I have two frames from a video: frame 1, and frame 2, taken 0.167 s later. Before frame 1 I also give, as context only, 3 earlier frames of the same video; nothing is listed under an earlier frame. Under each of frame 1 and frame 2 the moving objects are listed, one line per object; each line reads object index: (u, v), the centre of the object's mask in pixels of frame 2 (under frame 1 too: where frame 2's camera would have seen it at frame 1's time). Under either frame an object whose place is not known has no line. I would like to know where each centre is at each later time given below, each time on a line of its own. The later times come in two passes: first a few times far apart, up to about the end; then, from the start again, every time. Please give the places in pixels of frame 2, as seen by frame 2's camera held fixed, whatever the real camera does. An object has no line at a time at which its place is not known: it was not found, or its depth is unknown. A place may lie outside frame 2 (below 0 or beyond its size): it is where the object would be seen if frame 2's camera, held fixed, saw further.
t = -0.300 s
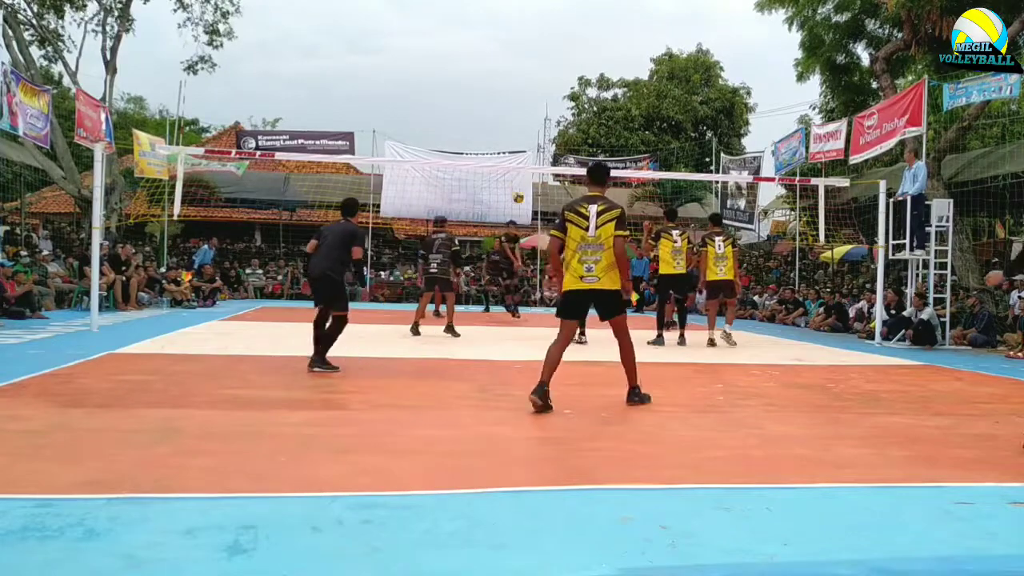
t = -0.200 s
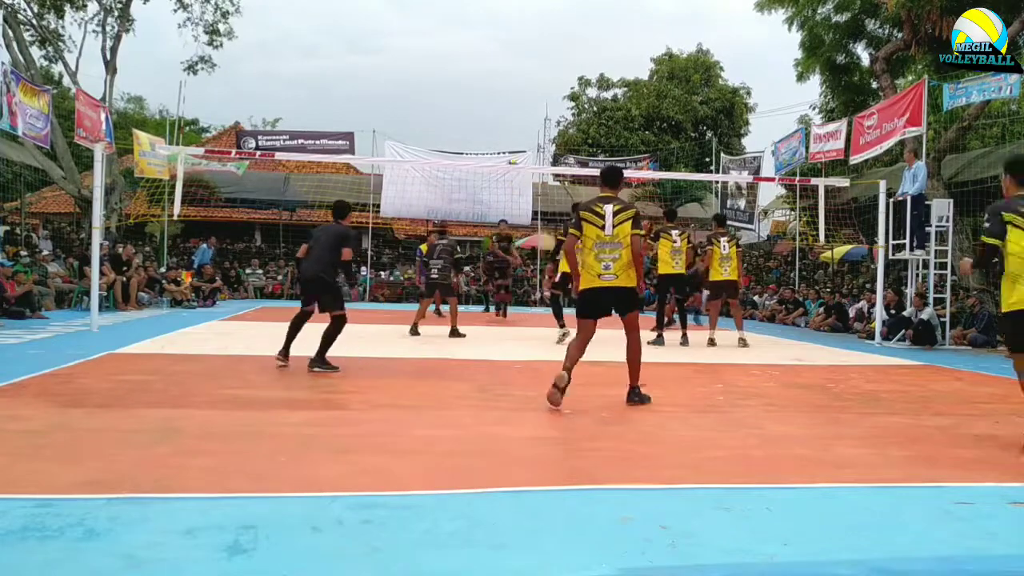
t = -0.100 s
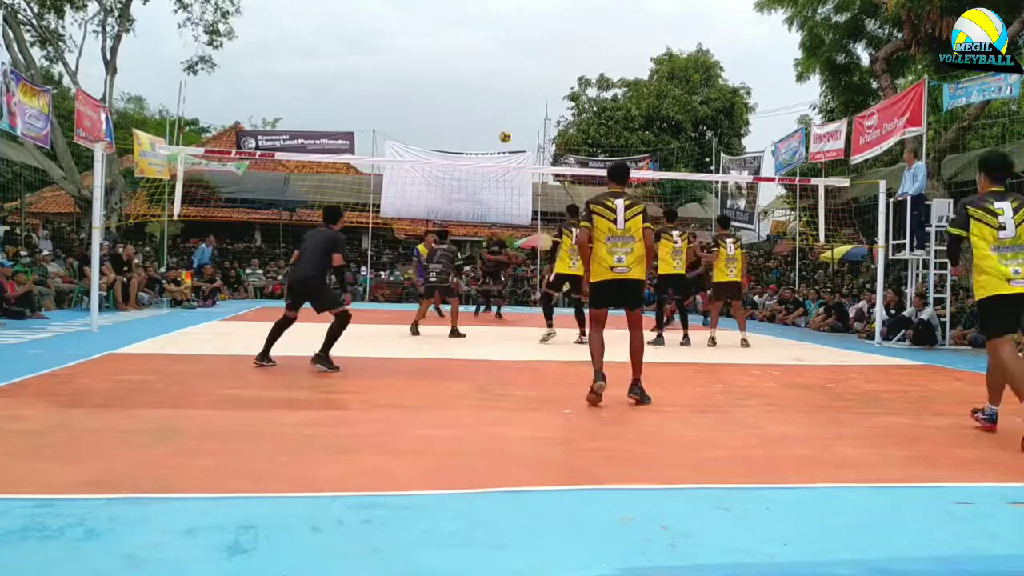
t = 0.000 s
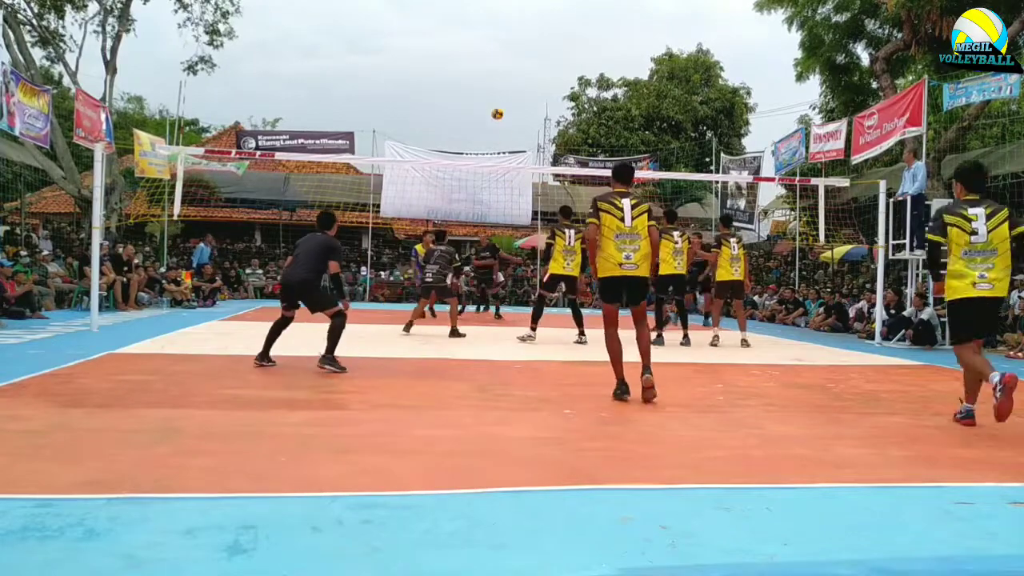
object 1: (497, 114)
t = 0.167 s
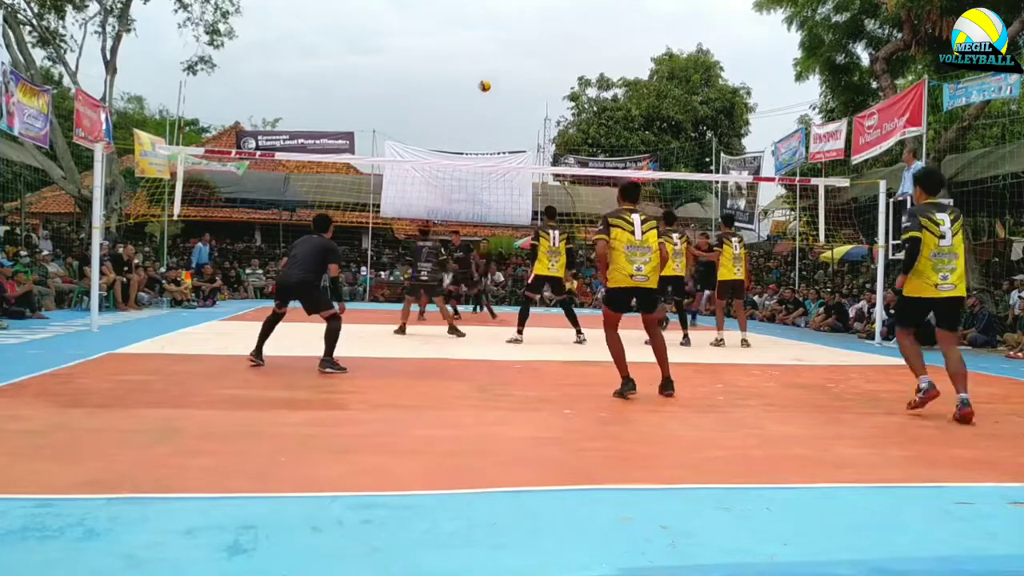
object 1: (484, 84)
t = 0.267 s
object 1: (476, 76)
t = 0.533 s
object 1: (453, 76)
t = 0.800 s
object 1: (428, 121)
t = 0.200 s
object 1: (482, 82)
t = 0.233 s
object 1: (479, 78)
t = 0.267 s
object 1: (476, 76)
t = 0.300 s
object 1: (473, 74)
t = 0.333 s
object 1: (471, 72)
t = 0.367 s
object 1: (468, 71)
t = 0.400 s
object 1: (465, 71)
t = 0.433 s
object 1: (462, 71)
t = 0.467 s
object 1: (459, 72)
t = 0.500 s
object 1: (456, 74)
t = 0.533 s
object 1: (453, 76)
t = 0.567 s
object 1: (450, 79)
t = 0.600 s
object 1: (447, 83)
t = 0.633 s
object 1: (443, 88)
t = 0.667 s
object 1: (440, 93)
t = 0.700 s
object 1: (437, 99)
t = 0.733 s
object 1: (434, 105)
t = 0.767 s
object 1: (431, 112)
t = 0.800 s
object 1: (428, 121)
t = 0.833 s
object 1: (424, 129)
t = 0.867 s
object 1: (421, 139)
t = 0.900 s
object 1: (417, 148)
